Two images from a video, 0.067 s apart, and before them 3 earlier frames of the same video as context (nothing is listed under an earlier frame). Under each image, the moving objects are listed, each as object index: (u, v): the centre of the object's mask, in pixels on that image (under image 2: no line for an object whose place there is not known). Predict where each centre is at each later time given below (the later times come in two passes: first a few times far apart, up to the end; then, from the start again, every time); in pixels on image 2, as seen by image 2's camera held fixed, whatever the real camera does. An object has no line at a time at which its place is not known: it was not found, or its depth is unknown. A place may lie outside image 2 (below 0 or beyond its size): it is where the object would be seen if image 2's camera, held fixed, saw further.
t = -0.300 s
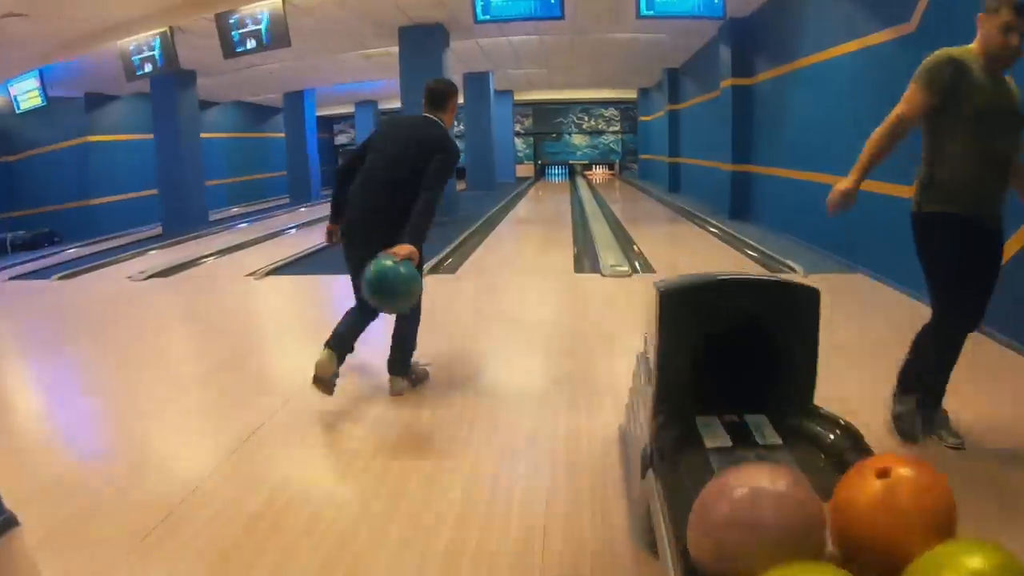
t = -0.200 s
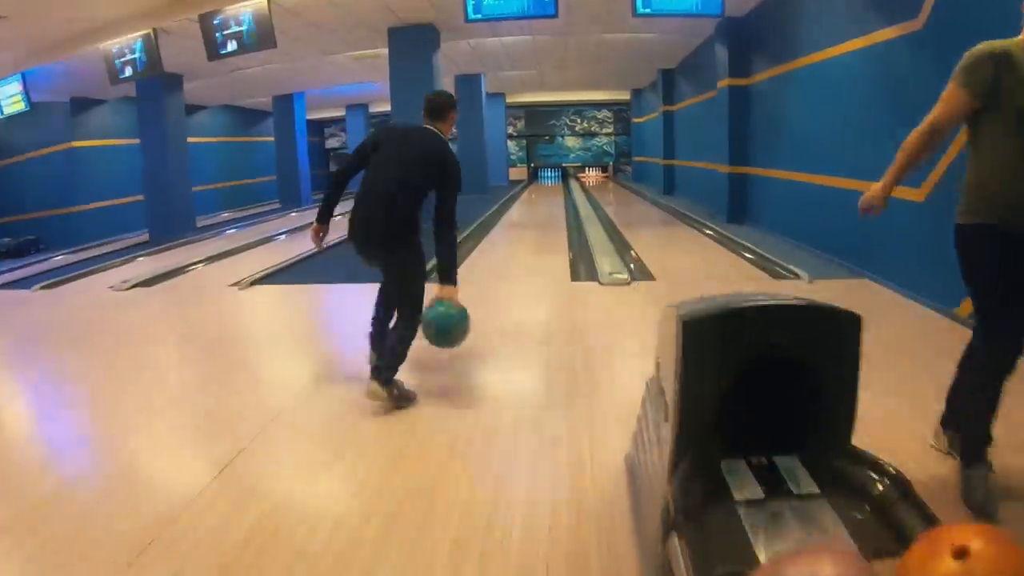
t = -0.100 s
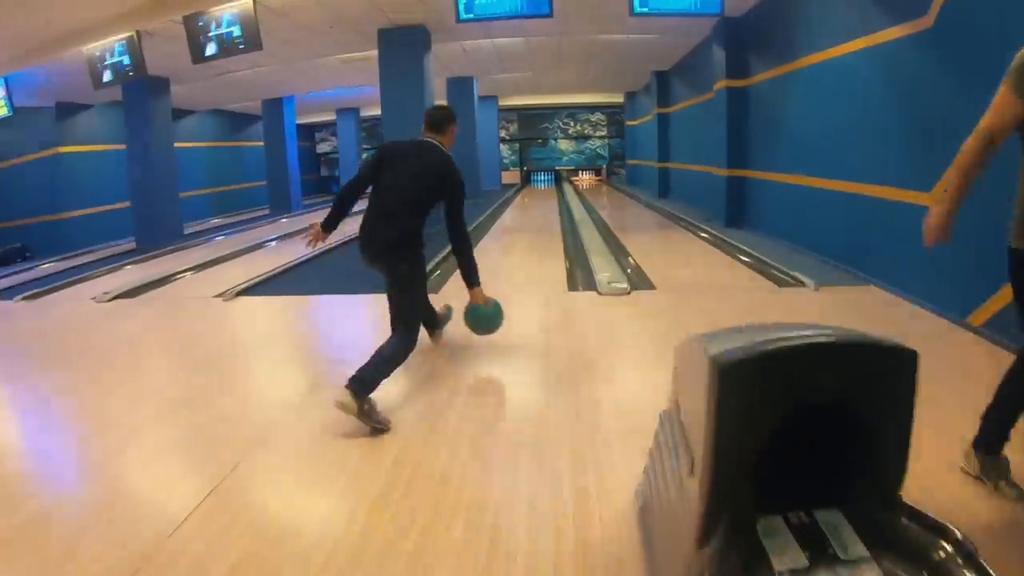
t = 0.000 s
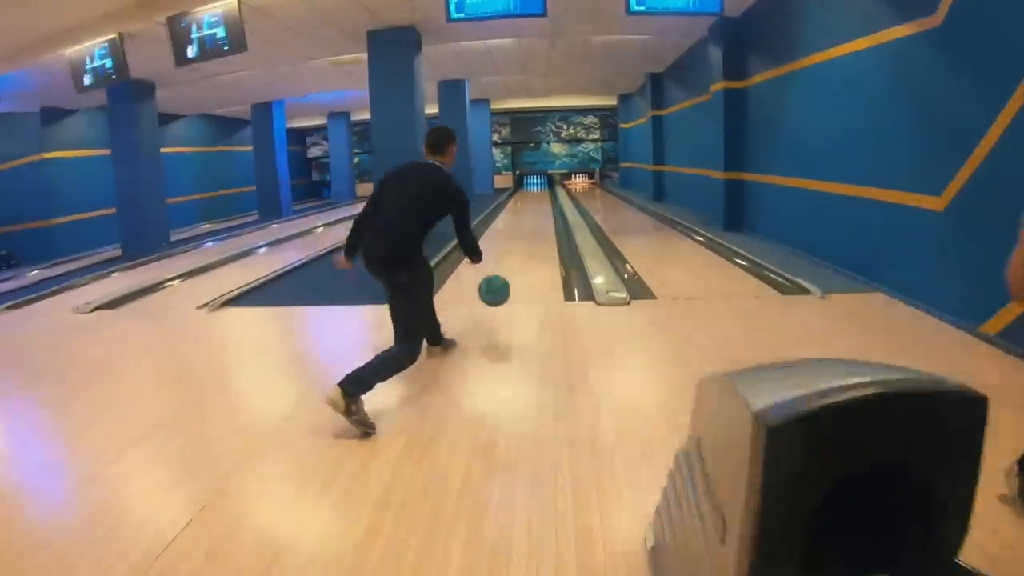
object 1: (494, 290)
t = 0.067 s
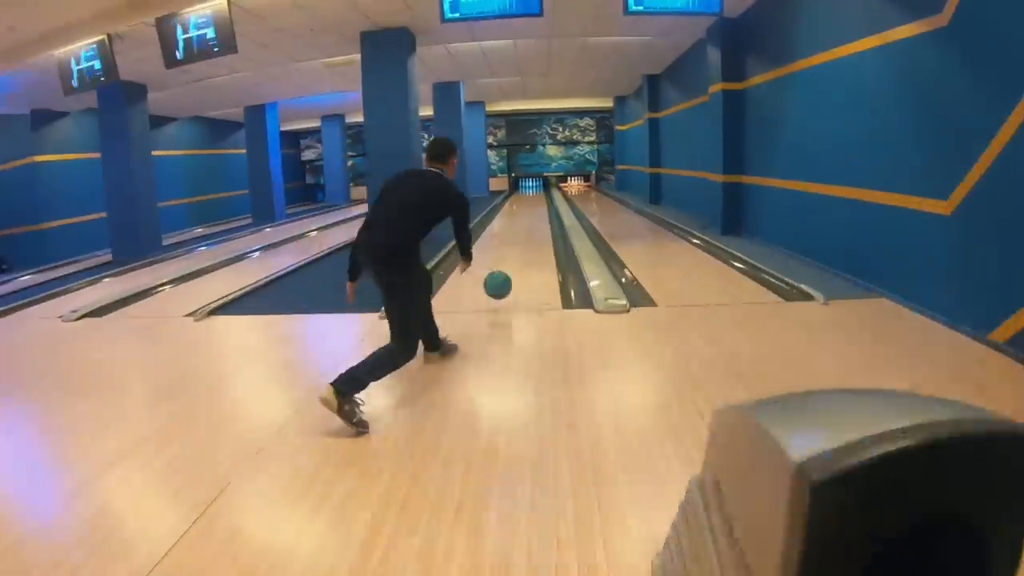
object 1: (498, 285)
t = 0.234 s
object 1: (508, 264)
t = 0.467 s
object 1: (516, 239)
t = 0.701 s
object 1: (521, 224)
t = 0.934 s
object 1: (524, 215)
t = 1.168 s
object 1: (526, 208)
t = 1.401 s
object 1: (527, 203)
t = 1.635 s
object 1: (529, 199)
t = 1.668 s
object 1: (529, 199)
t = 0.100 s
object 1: (500, 283)
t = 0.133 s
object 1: (503, 280)
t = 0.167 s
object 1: (505, 273)
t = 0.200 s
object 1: (507, 268)
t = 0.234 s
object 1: (508, 264)
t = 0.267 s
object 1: (510, 259)
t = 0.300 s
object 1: (511, 255)
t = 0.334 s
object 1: (512, 251)
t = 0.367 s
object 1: (513, 247)
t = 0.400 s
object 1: (514, 244)
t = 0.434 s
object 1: (515, 241)
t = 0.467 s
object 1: (516, 239)
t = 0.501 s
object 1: (517, 236)
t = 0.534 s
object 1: (518, 234)
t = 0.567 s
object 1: (519, 231)
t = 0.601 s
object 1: (519, 229)
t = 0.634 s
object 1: (520, 228)
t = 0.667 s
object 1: (521, 226)
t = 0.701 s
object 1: (521, 224)
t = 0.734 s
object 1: (522, 222)
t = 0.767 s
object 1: (522, 221)
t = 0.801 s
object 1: (523, 219)
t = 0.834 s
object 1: (523, 218)
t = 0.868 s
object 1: (524, 217)
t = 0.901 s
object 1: (524, 216)
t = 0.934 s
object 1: (524, 215)
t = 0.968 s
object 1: (524, 214)
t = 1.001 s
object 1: (525, 213)
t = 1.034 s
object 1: (525, 212)
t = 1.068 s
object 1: (525, 211)
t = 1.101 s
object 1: (525, 210)
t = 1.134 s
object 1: (526, 209)
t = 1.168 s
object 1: (526, 208)
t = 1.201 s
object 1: (526, 207)
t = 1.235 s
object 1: (526, 207)
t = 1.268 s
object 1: (526, 206)
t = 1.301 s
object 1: (526, 205)
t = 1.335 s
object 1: (526, 205)
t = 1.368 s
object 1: (527, 204)
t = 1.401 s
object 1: (527, 203)
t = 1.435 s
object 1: (527, 204)
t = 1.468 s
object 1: (527, 203)
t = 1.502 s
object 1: (528, 202)
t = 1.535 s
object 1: (528, 202)
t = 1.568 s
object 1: (528, 201)
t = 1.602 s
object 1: (528, 201)
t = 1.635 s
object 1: (529, 199)
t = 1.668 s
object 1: (529, 199)
